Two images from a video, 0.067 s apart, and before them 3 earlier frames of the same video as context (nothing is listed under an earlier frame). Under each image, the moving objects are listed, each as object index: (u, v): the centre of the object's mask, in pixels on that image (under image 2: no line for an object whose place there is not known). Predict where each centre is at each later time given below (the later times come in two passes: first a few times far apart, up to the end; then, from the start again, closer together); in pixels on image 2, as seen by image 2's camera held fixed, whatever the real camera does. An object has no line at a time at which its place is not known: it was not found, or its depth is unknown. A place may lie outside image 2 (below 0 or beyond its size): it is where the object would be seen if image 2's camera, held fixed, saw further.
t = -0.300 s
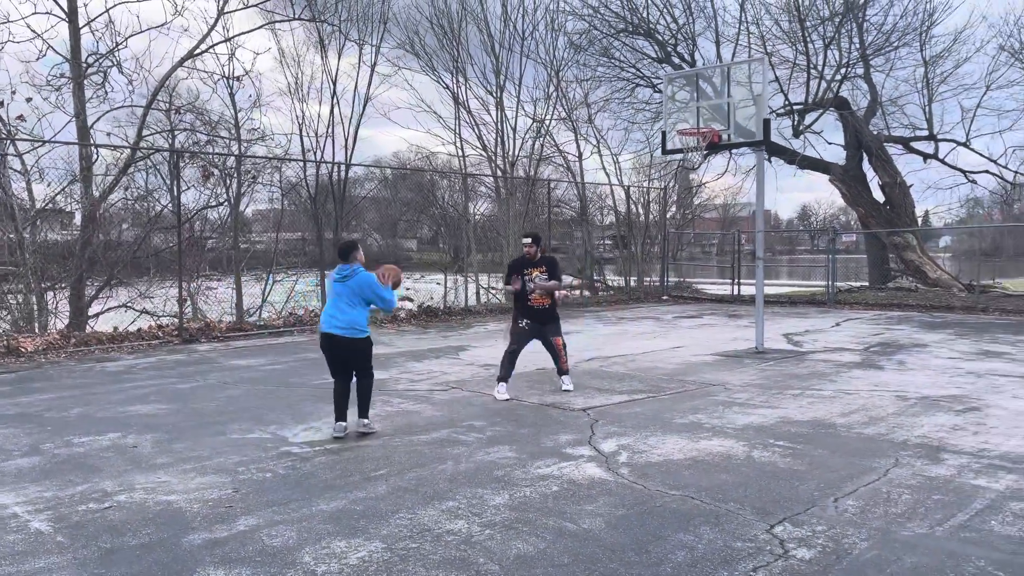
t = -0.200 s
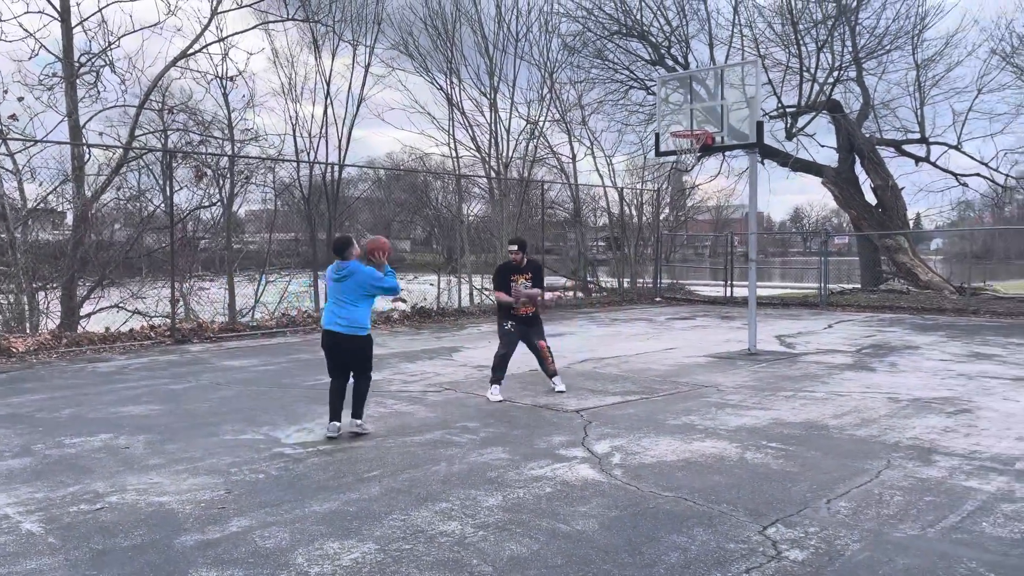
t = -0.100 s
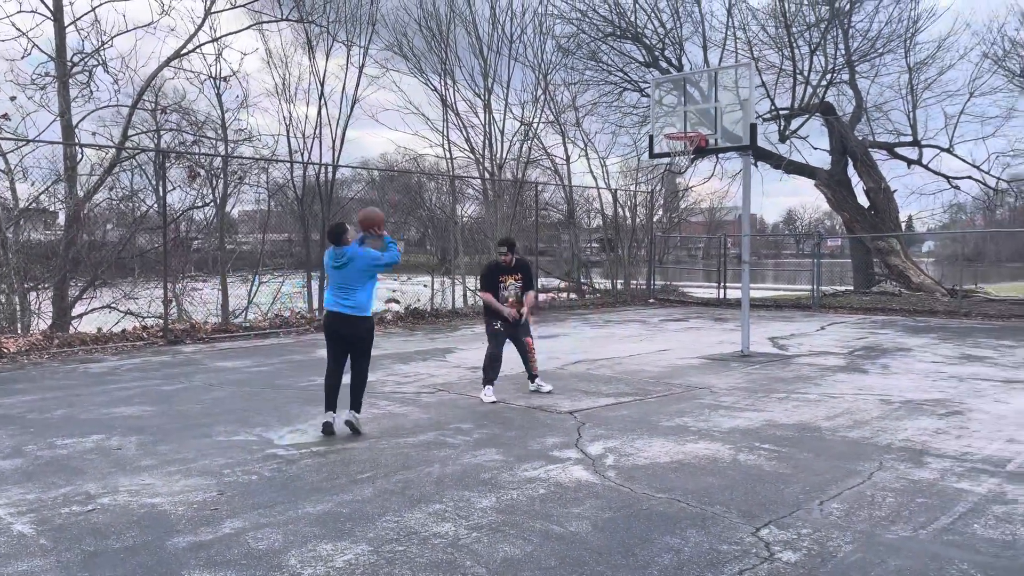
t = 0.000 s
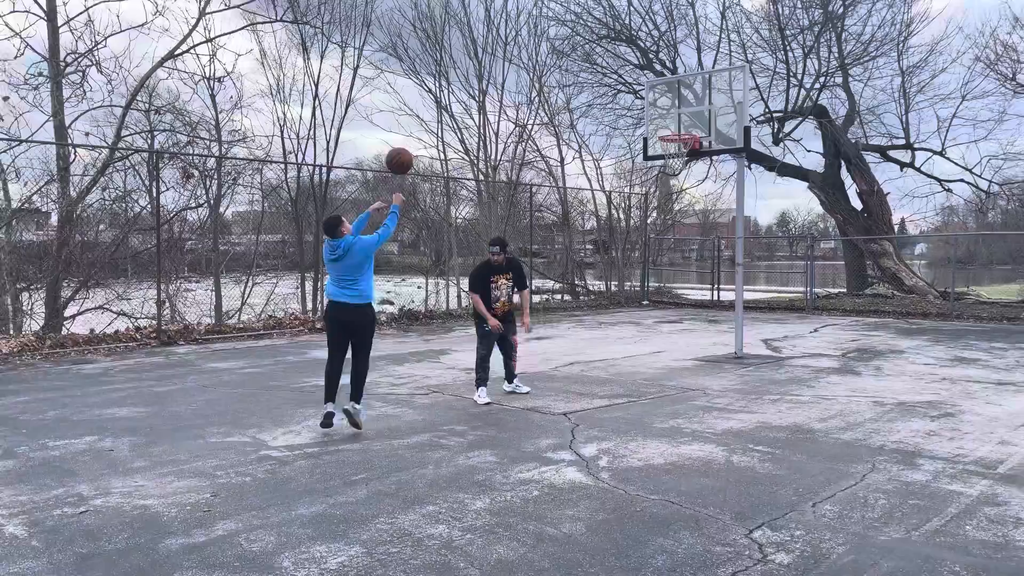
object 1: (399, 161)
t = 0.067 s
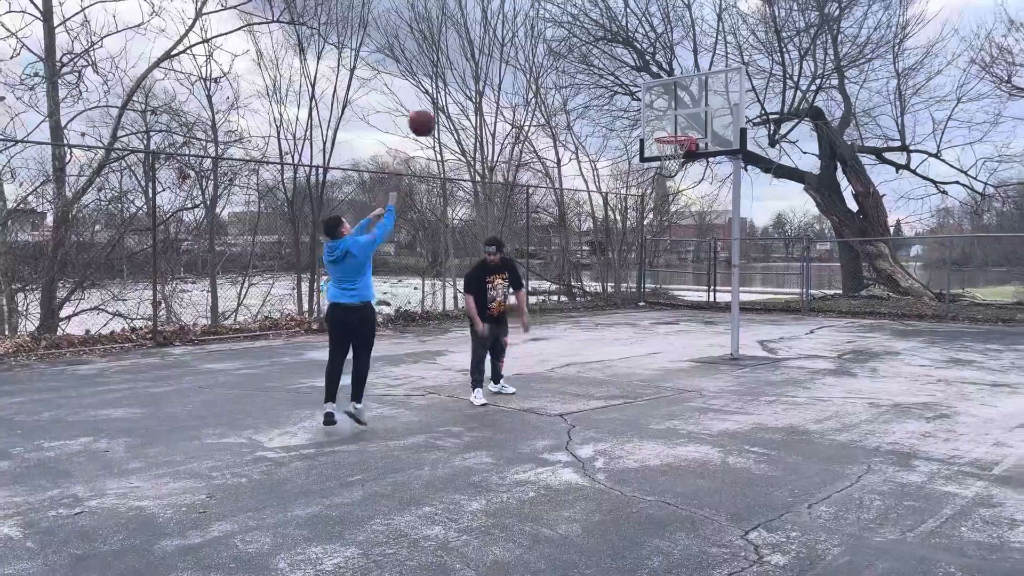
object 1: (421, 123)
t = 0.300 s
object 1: (500, 38)
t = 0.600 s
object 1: (578, 16)
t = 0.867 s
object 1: (634, 63)
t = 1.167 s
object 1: (678, 156)
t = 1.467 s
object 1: (676, 199)
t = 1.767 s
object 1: (670, 308)
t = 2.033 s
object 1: (660, 311)
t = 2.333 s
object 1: (641, 256)
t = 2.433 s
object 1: (636, 254)
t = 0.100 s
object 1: (433, 107)
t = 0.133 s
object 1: (446, 92)
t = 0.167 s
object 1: (458, 78)
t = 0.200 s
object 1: (469, 67)
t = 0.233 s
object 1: (479, 56)
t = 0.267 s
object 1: (490, 45)
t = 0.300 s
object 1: (500, 38)
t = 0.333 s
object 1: (510, 32)
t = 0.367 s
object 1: (519, 26)
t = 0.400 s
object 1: (528, 21)
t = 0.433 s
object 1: (537, 19)
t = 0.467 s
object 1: (546, 16)
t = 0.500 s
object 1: (554, 14)
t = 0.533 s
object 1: (563, 13)
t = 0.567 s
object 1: (570, 16)
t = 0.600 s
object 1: (578, 16)
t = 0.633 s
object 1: (585, 20)
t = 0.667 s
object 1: (594, 24)
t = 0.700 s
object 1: (600, 28)
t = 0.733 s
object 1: (609, 34)
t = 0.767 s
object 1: (614, 41)
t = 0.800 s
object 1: (621, 47)
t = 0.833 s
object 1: (627, 55)
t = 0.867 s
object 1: (634, 63)
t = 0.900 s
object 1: (641, 73)
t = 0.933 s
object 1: (646, 82)
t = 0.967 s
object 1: (651, 92)
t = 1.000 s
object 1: (657, 103)
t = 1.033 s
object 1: (662, 116)
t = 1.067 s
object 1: (668, 127)
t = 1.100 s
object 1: (673, 141)
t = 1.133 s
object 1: (680, 151)
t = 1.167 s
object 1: (678, 156)
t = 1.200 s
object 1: (682, 155)
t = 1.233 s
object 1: (680, 159)
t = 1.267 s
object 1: (679, 162)
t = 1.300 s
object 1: (679, 164)
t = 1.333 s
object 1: (679, 170)
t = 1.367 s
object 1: (679, 176)
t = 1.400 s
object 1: (677, 183)
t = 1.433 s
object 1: (677, 190)
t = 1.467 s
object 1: (676, 199)
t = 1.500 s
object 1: (676, 207)
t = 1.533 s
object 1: (675, 217)
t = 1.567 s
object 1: (675, 228)
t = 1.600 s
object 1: (675, 237)
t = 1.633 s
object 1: (674, 252)
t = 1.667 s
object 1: (672, 264)
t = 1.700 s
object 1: (672, 278)
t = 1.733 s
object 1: (672, 293)
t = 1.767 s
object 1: (670, 308)
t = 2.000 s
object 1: (662, 321)
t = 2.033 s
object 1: (660, 311)
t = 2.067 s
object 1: (661, 302)
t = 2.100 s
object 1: (659, 294)
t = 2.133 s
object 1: (654, 285)
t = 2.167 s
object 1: (652, 280)
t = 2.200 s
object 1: (649, 272)
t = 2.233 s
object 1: (647, 267)
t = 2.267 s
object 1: (645, 261)
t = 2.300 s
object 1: (643, 258)
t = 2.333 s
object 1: (641, 256)
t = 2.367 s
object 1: (639, 254)
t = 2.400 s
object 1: (638, 254)
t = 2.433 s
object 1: (636, 254)
